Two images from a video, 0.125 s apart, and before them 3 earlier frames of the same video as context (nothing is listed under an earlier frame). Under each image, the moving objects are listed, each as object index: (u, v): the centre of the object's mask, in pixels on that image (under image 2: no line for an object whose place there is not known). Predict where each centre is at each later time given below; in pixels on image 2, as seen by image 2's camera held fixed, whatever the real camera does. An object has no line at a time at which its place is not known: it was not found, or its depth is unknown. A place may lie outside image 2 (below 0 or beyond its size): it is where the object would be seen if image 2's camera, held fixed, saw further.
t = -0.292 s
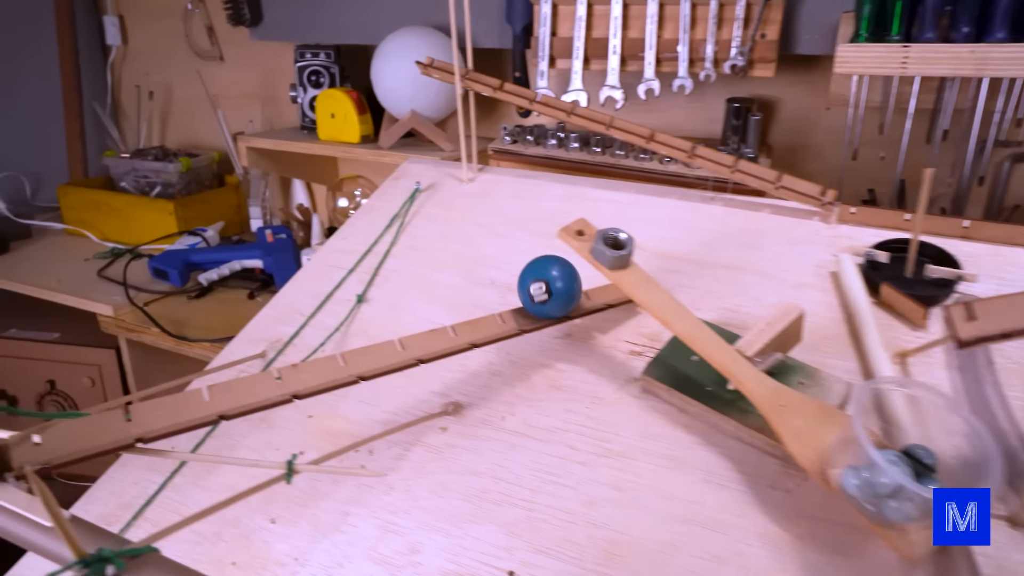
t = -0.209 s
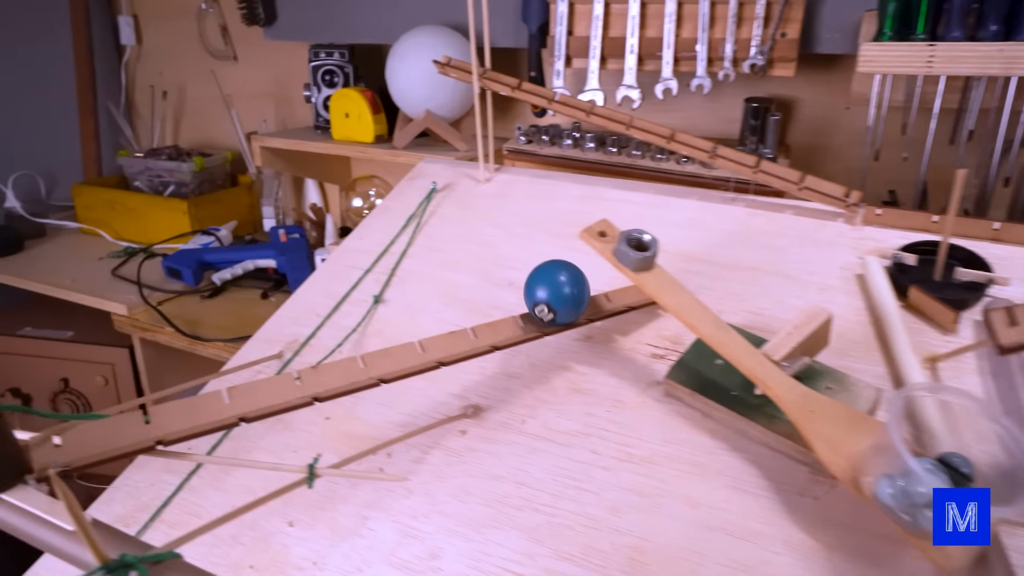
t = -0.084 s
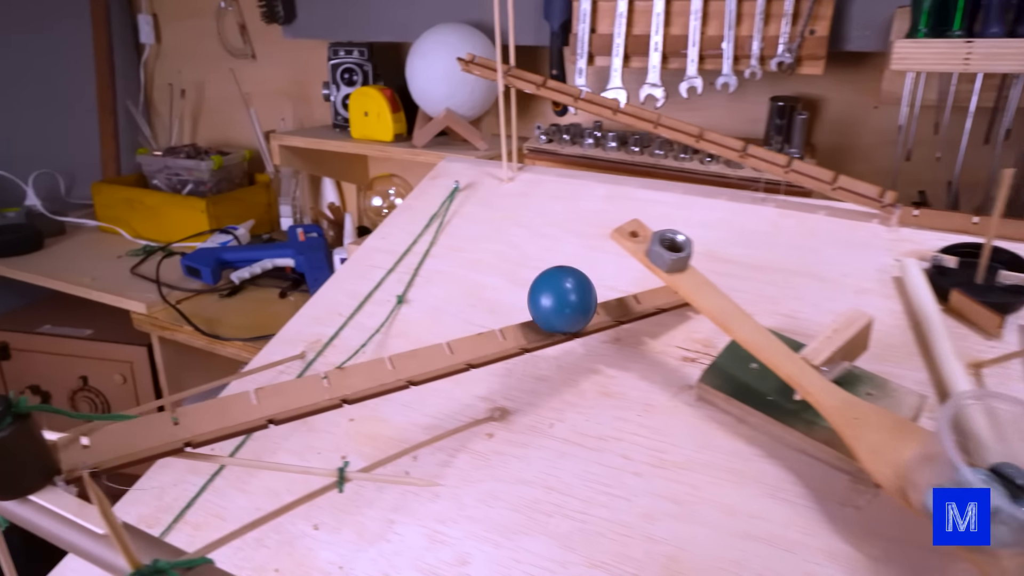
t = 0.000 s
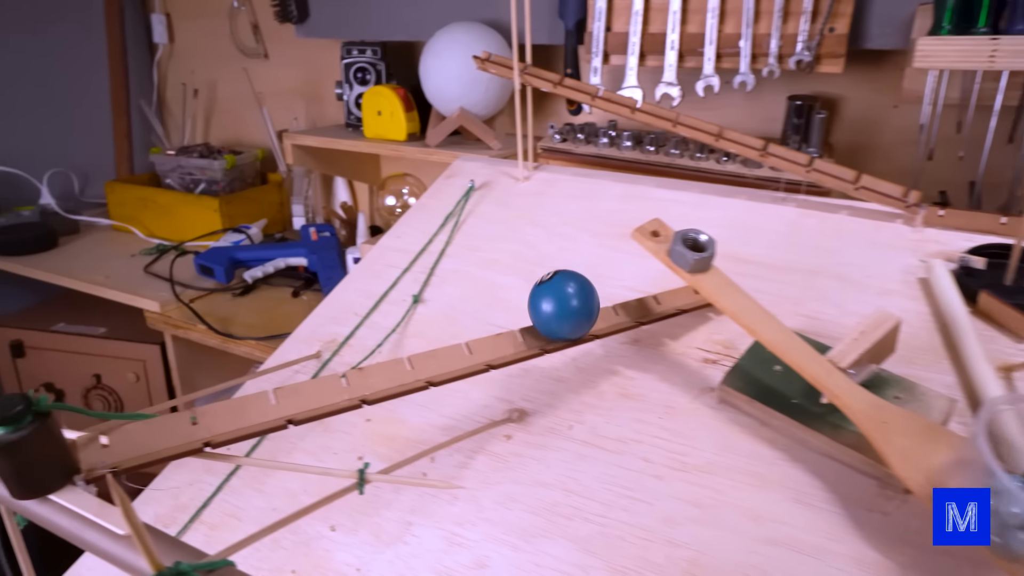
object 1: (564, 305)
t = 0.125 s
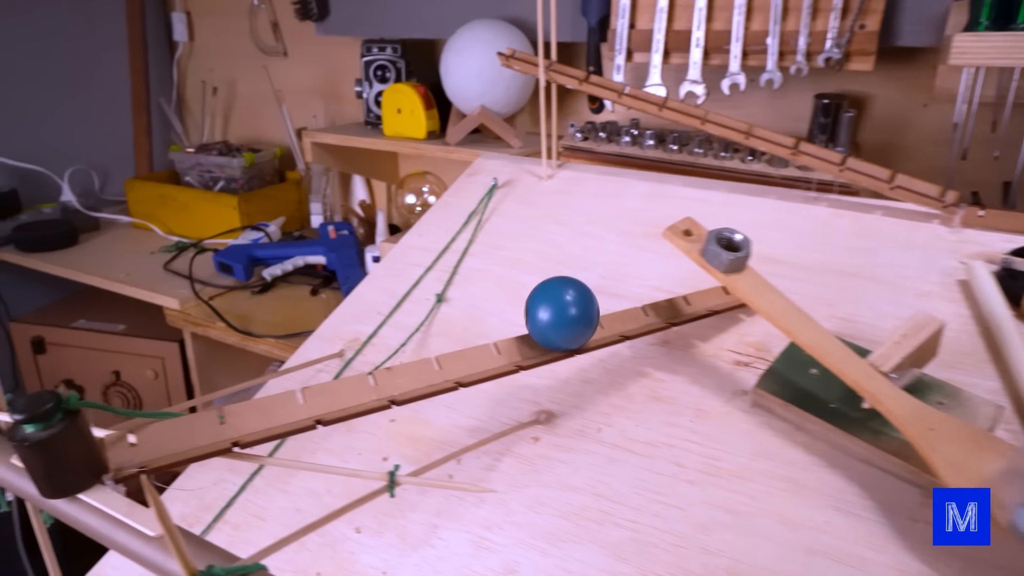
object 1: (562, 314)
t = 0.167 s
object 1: (549, 316)
